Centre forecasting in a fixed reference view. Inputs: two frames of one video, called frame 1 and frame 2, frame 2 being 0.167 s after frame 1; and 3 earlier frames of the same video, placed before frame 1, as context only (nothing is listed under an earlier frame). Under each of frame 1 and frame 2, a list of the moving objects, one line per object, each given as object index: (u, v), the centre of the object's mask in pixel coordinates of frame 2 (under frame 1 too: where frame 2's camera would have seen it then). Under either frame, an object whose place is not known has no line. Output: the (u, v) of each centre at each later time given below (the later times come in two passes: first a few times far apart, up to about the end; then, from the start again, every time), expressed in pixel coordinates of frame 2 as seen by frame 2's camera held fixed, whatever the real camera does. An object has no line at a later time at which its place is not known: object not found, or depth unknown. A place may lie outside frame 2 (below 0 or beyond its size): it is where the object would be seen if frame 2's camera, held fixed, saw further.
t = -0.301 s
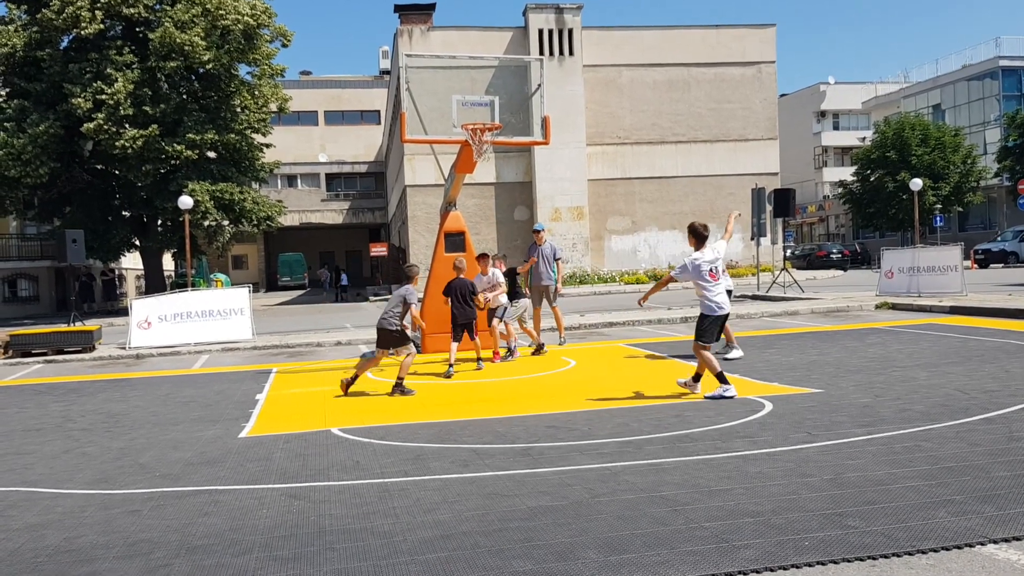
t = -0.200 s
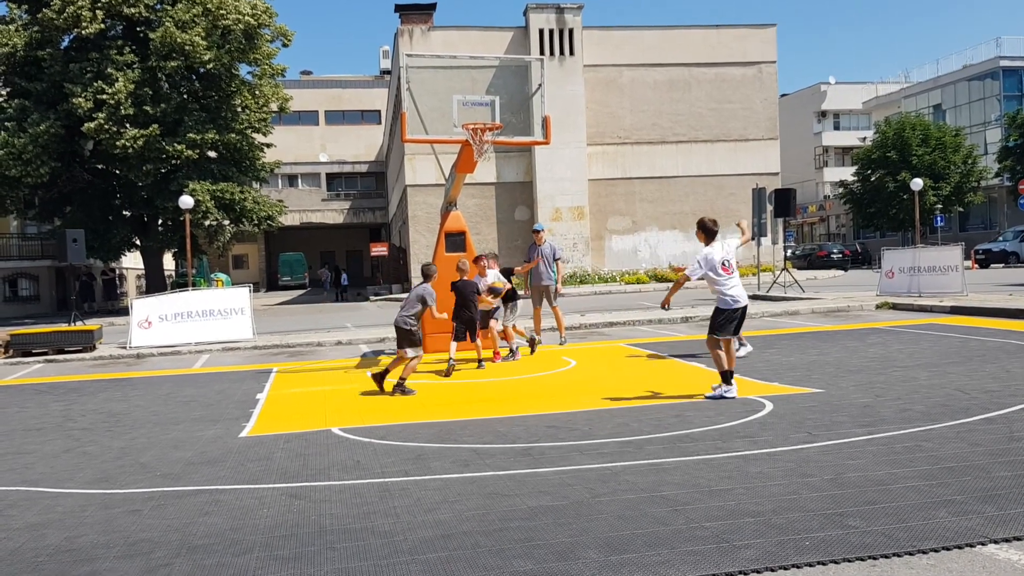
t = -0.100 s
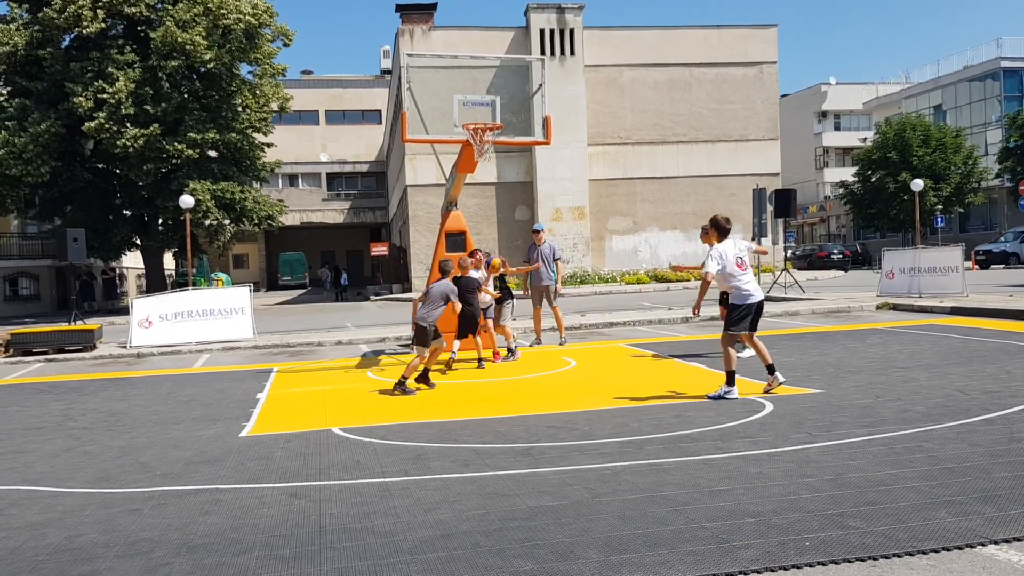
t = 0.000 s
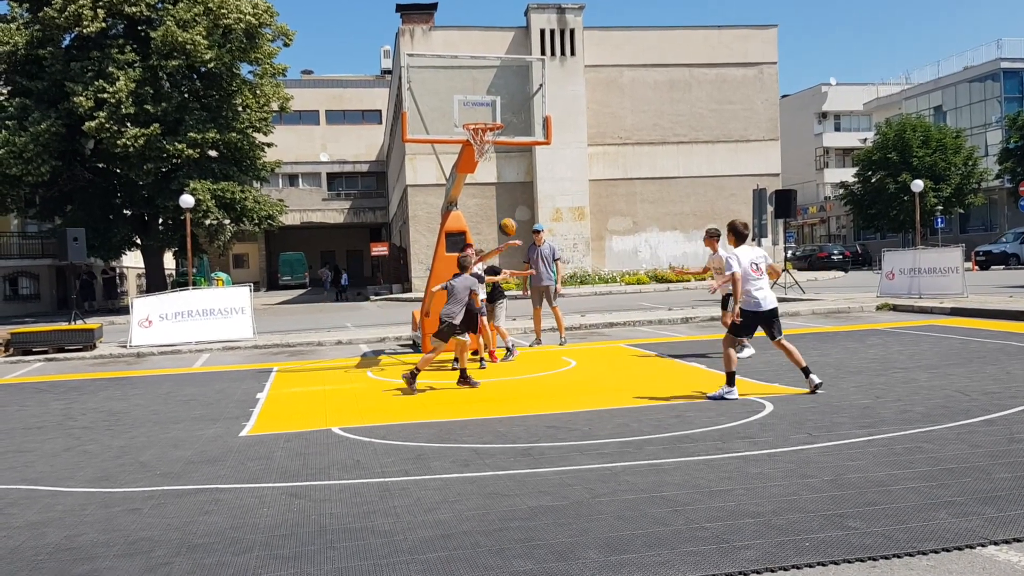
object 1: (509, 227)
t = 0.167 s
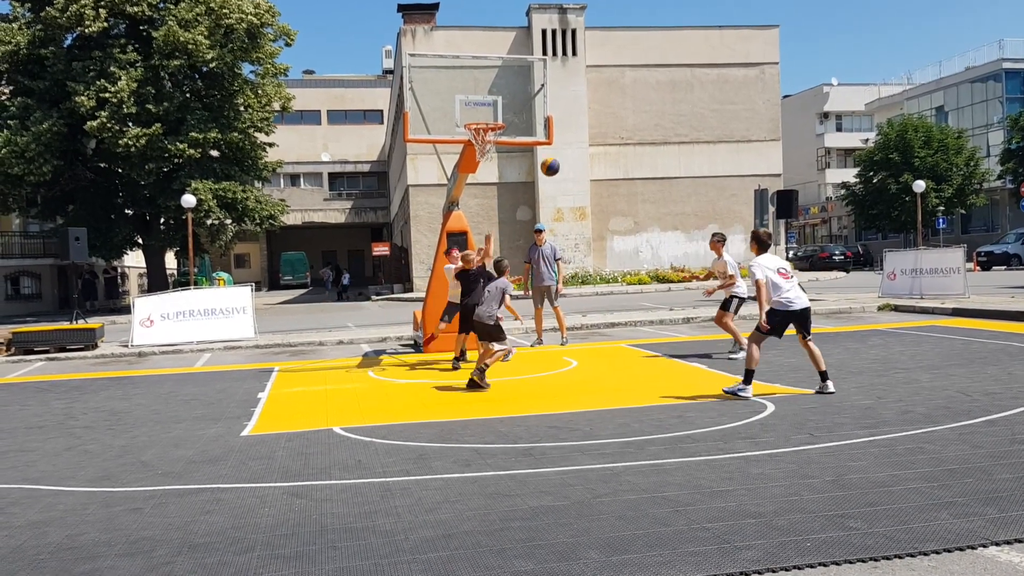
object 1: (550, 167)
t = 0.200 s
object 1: (559, 157)
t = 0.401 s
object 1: (616, 111)
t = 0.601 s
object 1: (684, 96)
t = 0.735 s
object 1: (736, 107)
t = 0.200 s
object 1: (559, 157)
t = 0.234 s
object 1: (567, 147)
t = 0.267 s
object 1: (577, 138)
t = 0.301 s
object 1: (586, 130)
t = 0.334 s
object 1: (596, 123)
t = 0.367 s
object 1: (606, 116)
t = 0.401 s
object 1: (616, 111)
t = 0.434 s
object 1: (627, 106)
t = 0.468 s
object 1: (638, 102)
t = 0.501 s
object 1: (649, 99)
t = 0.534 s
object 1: (660, 97)
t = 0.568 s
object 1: (672, 96)
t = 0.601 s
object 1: (684, 96)
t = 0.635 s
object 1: (697, 97)
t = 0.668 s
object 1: (709, 99)
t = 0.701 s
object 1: (723, 102)
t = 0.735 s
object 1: (736, 107)
